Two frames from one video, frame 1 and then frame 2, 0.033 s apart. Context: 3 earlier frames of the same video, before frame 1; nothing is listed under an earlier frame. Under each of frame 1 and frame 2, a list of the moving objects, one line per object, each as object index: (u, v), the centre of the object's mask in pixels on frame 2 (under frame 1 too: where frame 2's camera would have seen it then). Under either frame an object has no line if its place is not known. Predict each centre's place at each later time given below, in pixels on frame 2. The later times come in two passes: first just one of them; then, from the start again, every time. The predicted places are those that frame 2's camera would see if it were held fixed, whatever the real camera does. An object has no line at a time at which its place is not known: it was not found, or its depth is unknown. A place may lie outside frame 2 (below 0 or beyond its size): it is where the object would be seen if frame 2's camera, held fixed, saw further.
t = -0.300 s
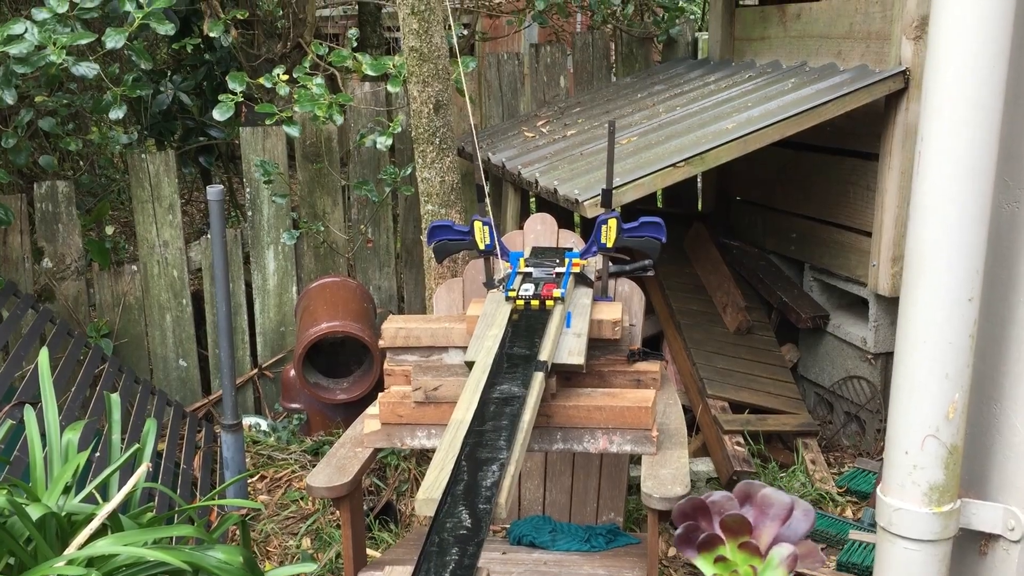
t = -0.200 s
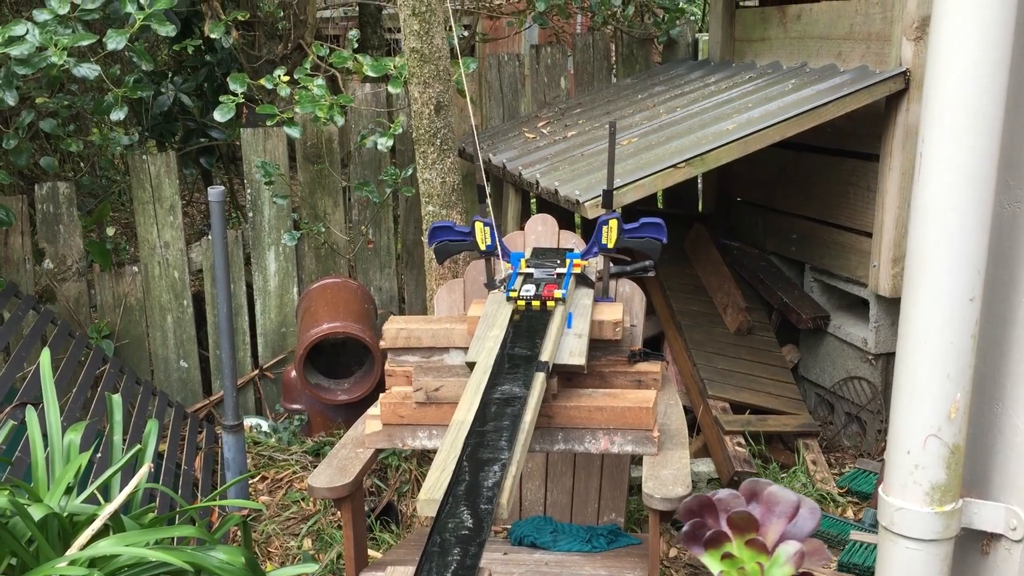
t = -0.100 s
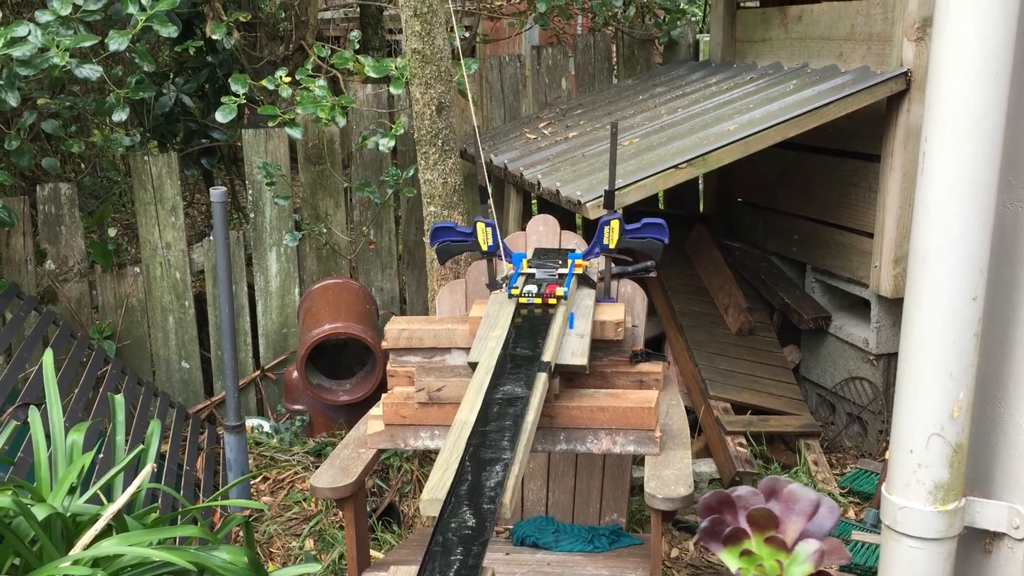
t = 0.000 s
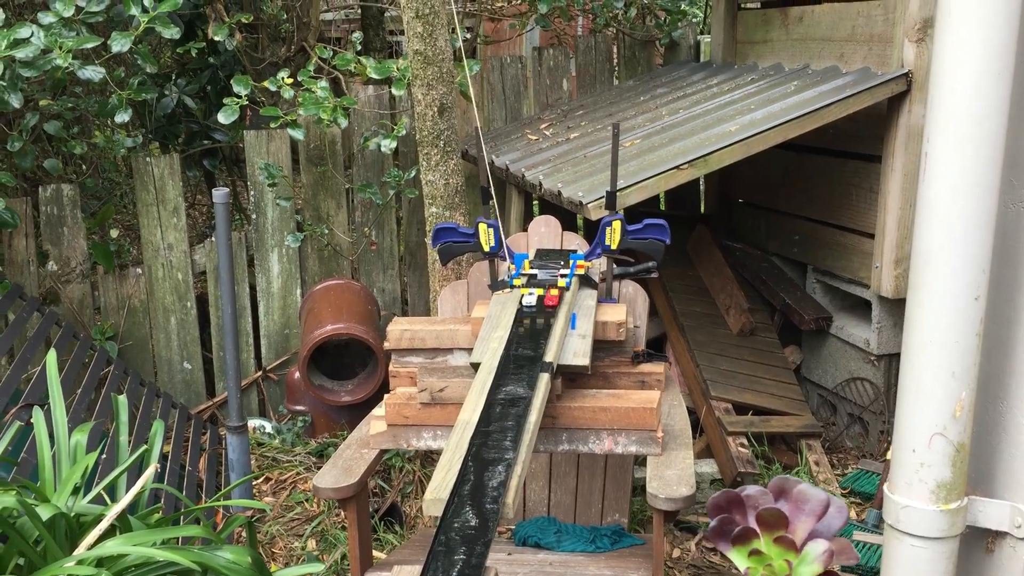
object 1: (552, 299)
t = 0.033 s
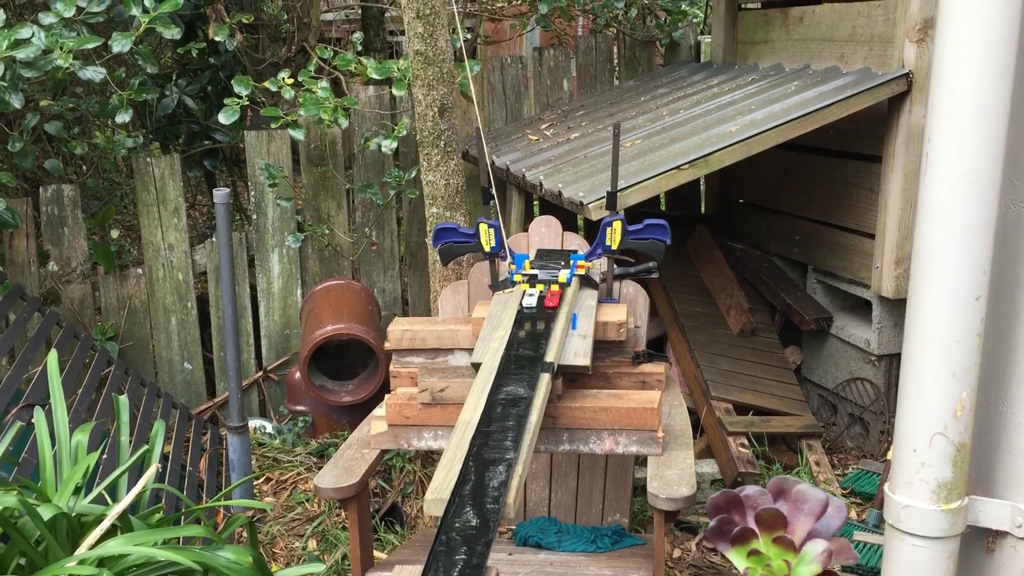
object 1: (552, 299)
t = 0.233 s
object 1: (549, 308)
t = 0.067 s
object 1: (552, 299)
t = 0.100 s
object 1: (552, 301)
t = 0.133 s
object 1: (551, 302)
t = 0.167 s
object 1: (551, 304)
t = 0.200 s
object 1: (550, 306)
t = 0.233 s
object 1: (549, 308)
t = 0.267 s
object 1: (549, 310)
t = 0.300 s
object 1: (547, 314)
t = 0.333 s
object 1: (546, 317)
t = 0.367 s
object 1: (546, 320)
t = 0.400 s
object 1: (545, 323)
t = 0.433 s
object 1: (543, 328)
